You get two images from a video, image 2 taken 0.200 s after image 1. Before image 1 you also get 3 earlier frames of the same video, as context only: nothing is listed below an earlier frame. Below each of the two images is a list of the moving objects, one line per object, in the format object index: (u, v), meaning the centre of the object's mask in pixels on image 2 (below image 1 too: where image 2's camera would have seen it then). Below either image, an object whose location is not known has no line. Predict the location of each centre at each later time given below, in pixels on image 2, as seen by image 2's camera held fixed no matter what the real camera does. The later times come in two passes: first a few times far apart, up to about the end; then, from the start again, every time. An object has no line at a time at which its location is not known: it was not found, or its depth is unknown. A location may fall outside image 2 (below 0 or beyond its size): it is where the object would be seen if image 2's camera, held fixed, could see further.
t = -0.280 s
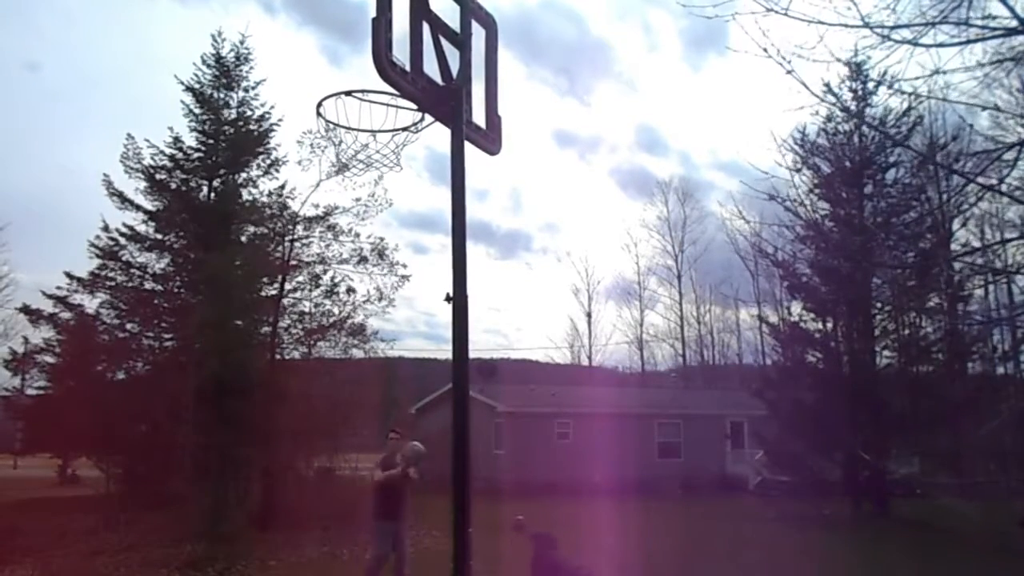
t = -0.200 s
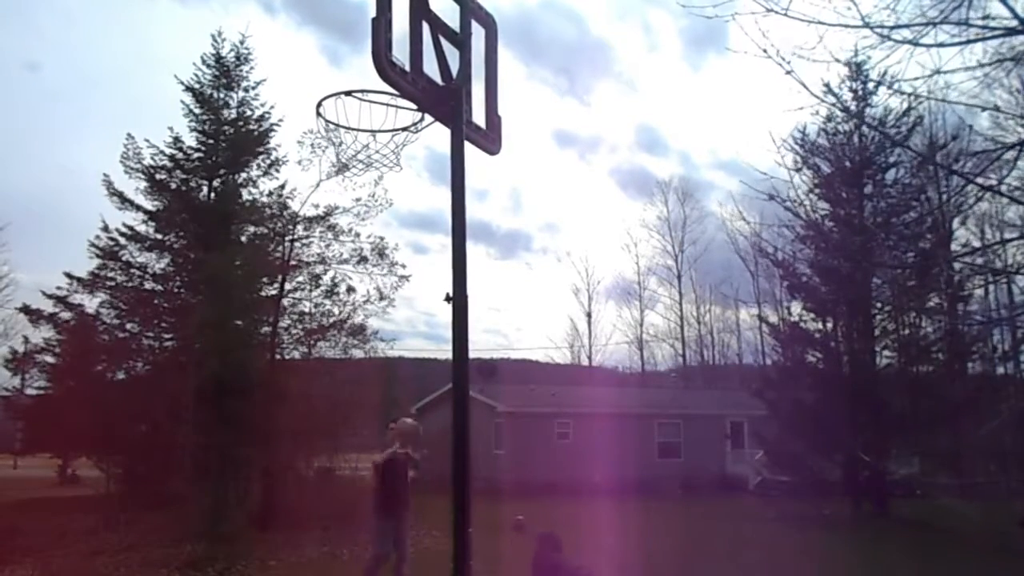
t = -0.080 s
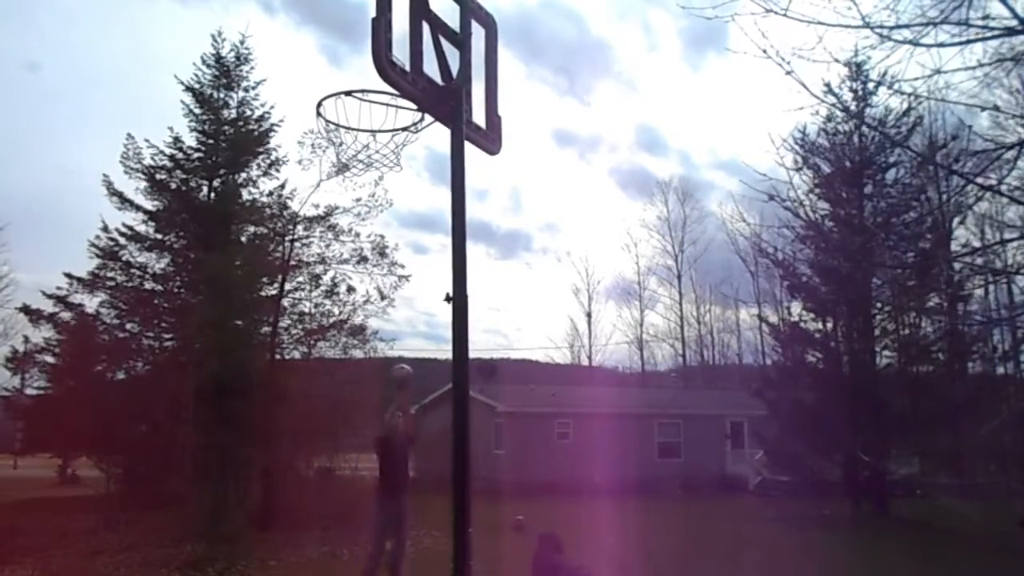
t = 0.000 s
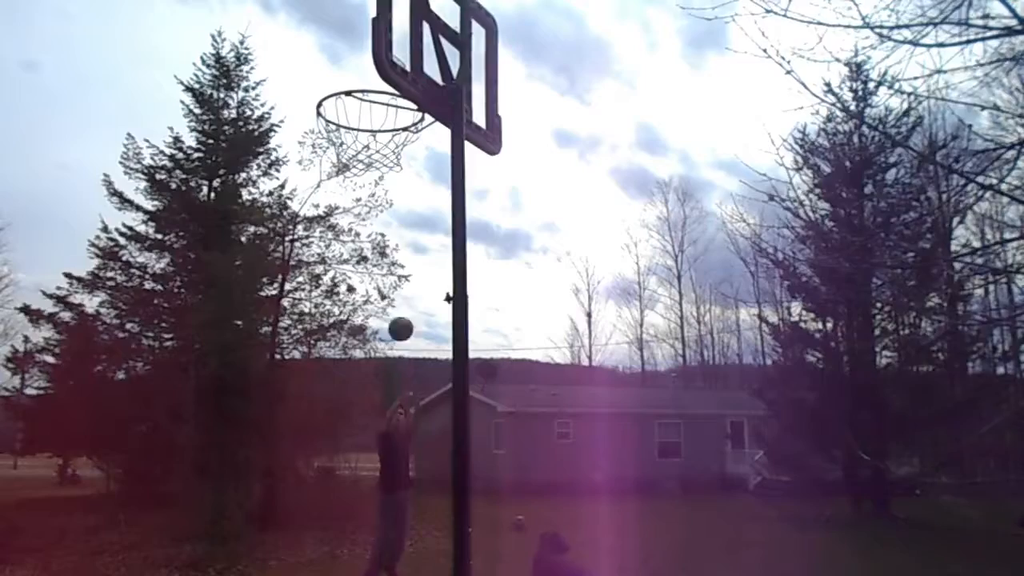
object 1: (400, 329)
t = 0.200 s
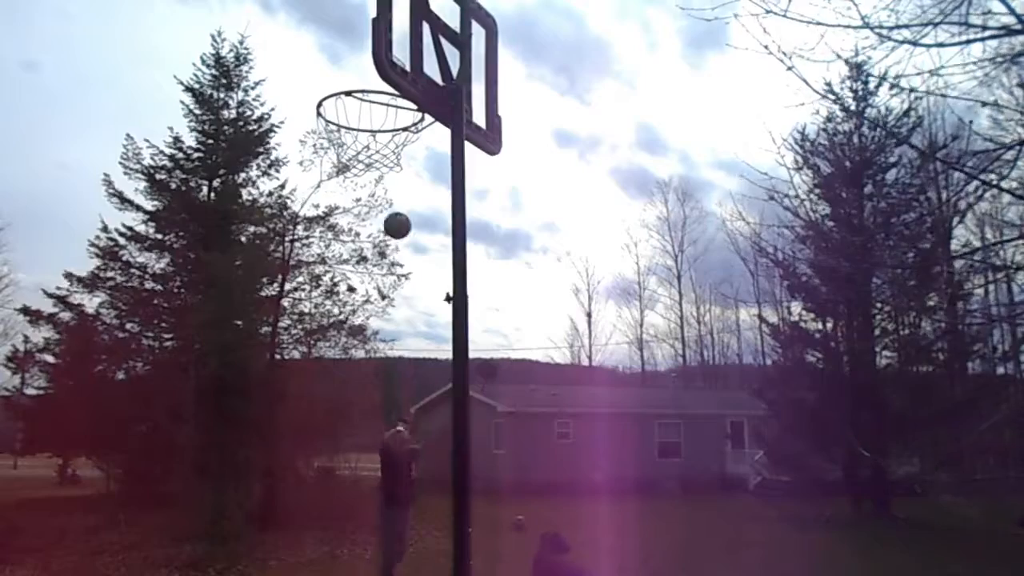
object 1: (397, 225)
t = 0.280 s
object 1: (395, 191)
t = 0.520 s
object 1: (385, 118)
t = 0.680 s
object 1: (375, 102)
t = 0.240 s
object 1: (396, 208)
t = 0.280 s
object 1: (395, 191)
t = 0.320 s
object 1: (393, 176)
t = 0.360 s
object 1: (392, 161)
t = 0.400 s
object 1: (391, 149)
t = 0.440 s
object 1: (389, 137)
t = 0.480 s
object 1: (387, 127)
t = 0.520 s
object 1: (385, 118)
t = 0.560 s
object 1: (383, 111)
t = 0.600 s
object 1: (380, 106)
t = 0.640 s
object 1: (378, 103)
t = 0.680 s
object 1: (375, 102)
